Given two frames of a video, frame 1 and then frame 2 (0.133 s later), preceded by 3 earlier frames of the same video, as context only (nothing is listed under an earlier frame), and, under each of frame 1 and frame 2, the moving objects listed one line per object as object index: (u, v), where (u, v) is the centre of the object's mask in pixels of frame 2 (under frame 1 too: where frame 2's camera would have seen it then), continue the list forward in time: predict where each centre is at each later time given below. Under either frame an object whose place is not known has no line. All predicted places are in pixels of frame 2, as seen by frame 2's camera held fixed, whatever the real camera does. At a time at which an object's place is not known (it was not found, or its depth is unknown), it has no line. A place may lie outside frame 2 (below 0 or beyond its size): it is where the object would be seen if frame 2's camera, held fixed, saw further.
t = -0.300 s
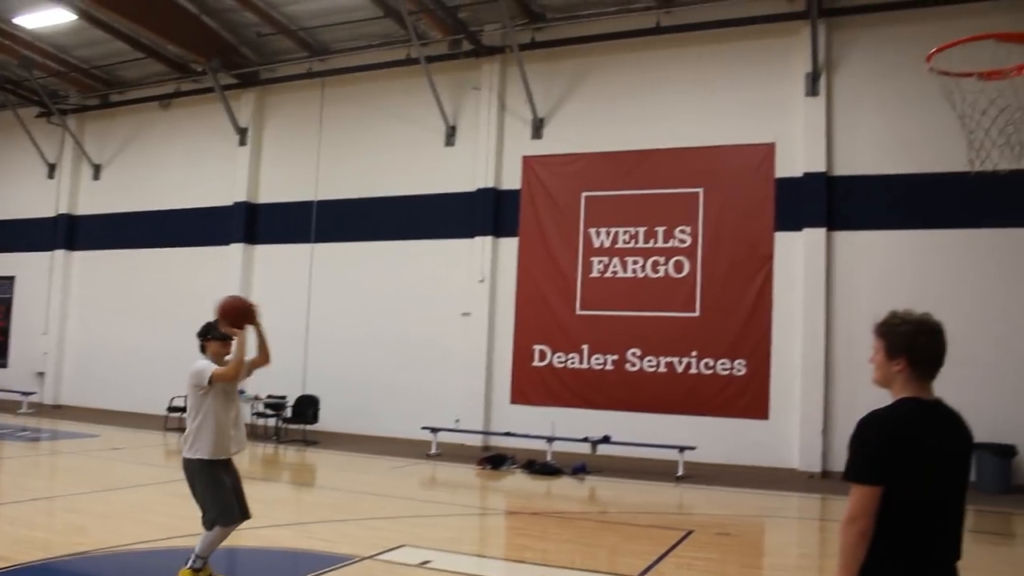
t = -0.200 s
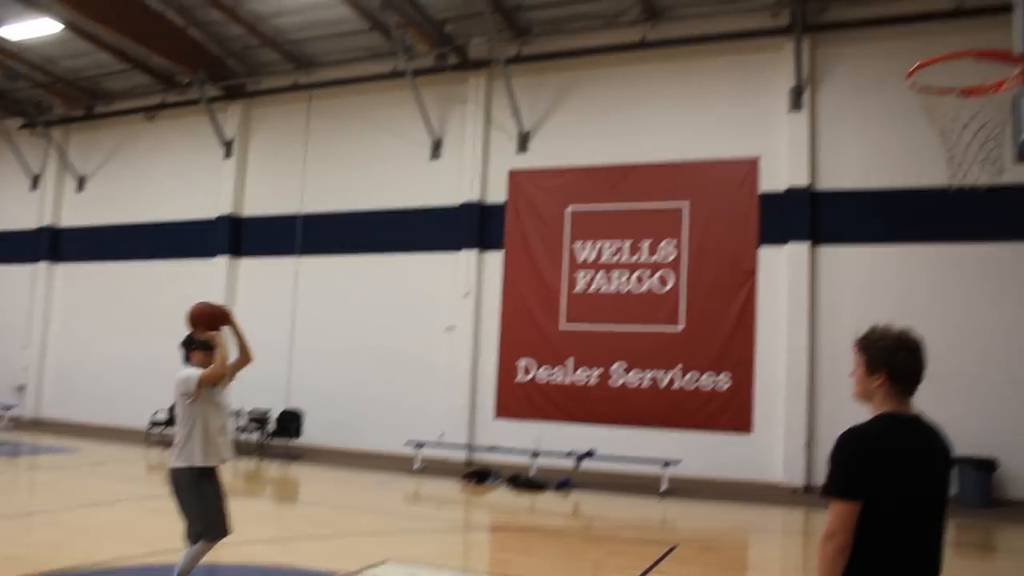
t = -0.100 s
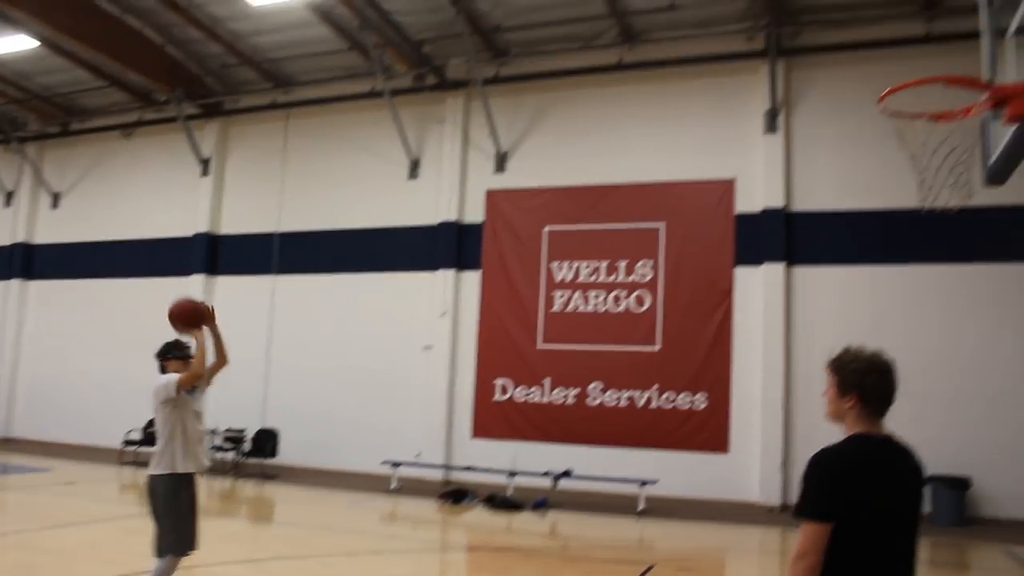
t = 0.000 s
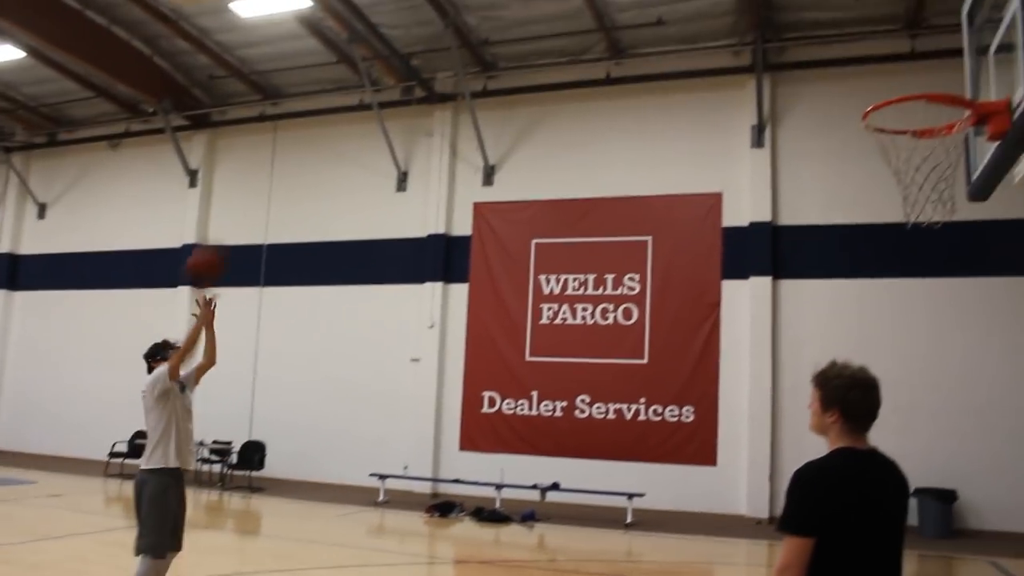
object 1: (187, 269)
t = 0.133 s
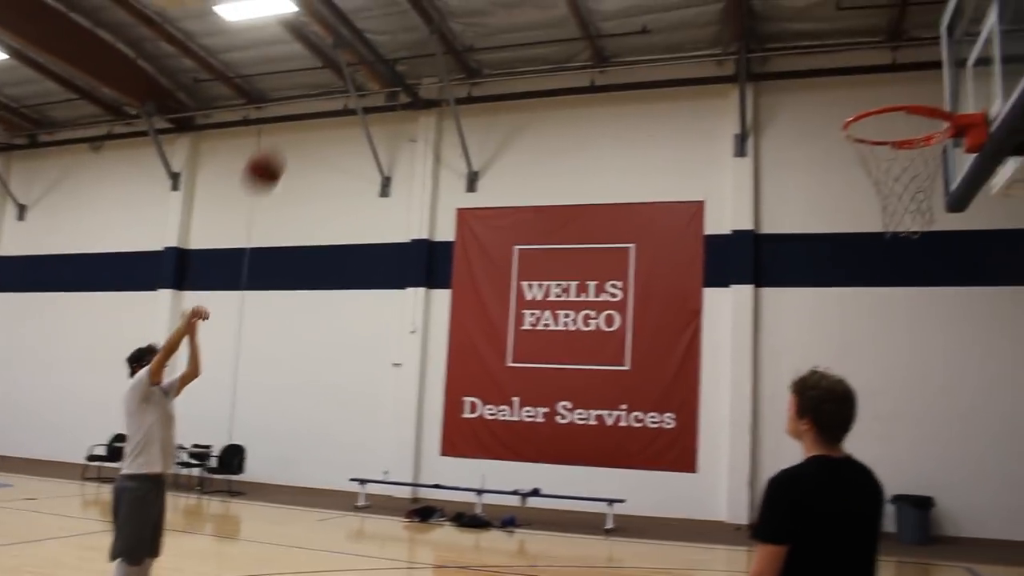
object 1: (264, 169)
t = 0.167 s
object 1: (283, 147)
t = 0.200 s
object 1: (304, 130)
